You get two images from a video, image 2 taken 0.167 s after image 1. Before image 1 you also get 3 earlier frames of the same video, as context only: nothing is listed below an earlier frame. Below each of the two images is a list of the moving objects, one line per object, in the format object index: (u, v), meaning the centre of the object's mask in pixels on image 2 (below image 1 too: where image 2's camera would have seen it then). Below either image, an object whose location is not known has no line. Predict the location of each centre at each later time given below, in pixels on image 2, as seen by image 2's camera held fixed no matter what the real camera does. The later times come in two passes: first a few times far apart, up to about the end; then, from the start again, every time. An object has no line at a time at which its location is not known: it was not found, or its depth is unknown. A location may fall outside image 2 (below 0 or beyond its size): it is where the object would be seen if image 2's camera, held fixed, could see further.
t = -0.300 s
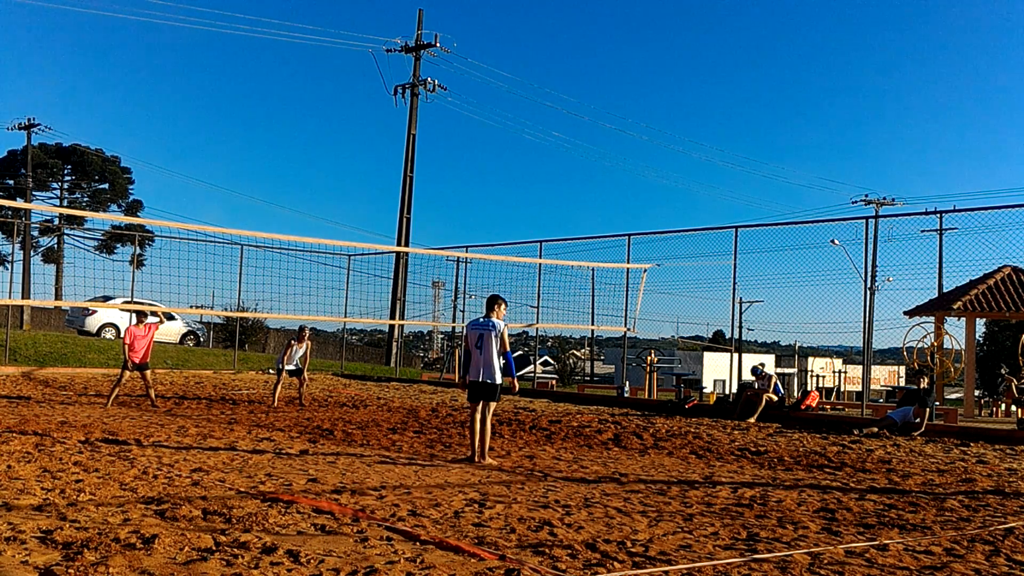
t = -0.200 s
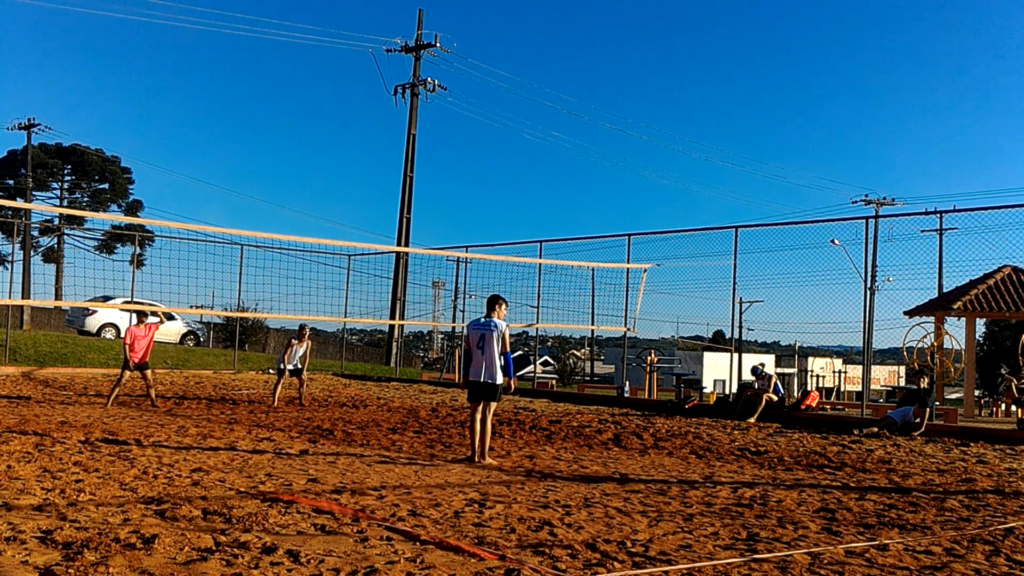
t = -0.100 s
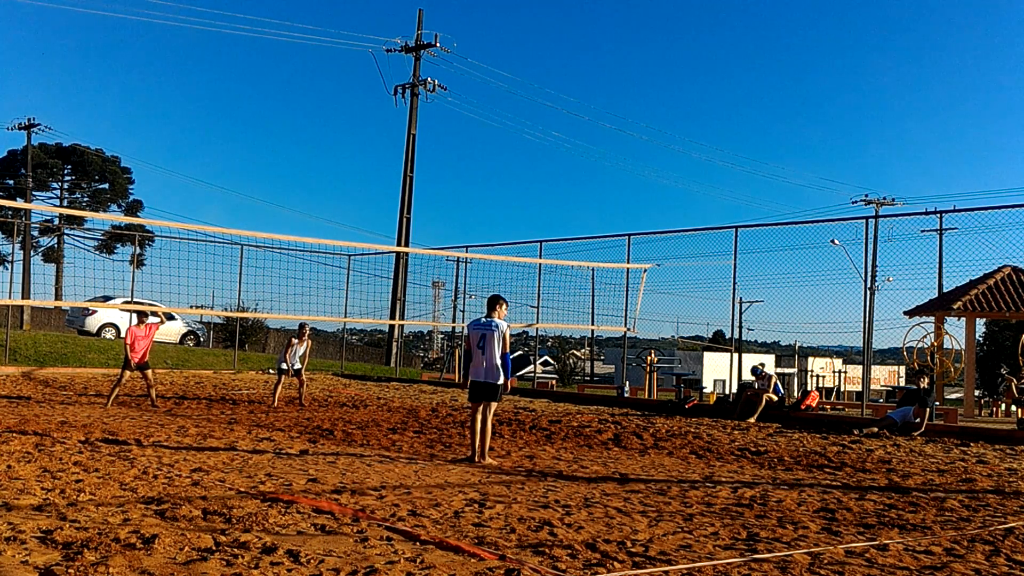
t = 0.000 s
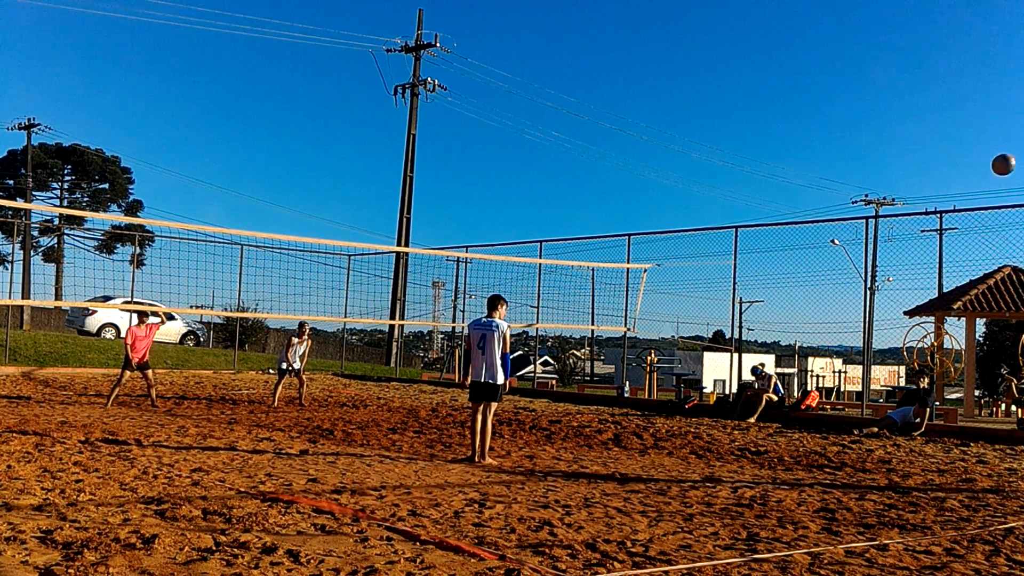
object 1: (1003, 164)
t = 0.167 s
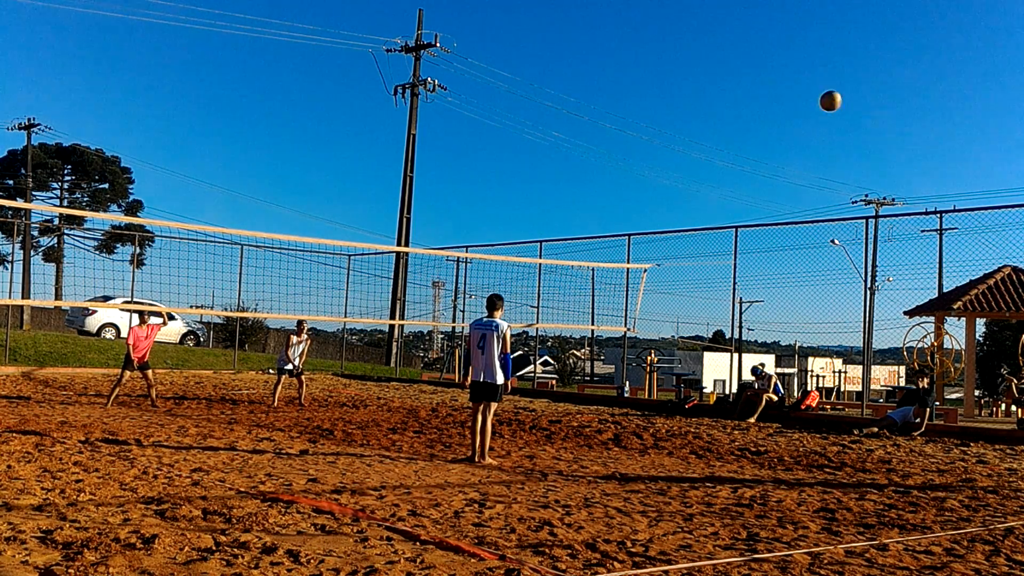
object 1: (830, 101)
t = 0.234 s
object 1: (769, 84)
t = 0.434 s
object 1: (608, 59)
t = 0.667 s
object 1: (451, 71)
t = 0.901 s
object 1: (318, 118)
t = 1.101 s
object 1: (216, 181)
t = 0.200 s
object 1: (799, 92)
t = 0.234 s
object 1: (769, 84)
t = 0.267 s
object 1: (740, 78)
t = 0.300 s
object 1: (712, 72)
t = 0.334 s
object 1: (685, 68)
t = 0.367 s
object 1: (658, 64)
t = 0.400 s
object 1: (633, 61)
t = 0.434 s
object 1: (608, 59)
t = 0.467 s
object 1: (583, 58)
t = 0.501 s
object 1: (560, 58)
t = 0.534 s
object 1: (537, 59)
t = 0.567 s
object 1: (514, 61)
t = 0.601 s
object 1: (493, 63)
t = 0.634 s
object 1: (471, 67)
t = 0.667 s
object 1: (451, 71)
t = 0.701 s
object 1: (431, 76)
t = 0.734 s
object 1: (410, 81)
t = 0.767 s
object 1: (391, 87)
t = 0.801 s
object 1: (372, 94)
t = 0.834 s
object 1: (353, 101)
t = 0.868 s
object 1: (335, 109)
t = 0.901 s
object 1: (318, 118)
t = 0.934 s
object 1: (300, 127)
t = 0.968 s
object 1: (283, 137)
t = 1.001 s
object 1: (265, 147)
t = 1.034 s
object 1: (249, 158)
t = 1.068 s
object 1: (232, 169)
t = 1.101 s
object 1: (216, 181)
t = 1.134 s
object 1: (200, 194)
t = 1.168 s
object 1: (185, 206)
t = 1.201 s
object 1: (170, 217)
